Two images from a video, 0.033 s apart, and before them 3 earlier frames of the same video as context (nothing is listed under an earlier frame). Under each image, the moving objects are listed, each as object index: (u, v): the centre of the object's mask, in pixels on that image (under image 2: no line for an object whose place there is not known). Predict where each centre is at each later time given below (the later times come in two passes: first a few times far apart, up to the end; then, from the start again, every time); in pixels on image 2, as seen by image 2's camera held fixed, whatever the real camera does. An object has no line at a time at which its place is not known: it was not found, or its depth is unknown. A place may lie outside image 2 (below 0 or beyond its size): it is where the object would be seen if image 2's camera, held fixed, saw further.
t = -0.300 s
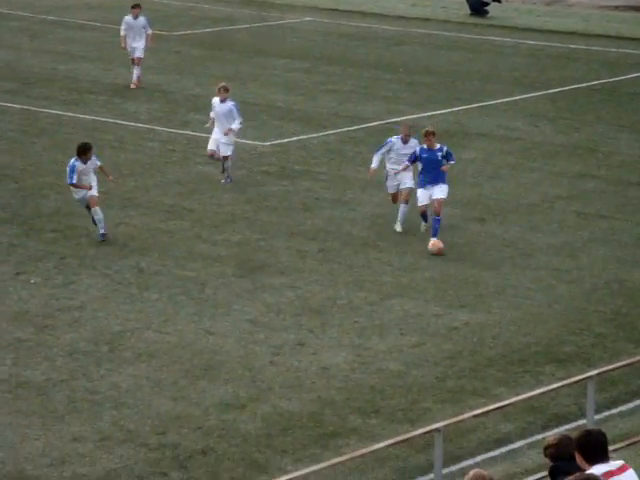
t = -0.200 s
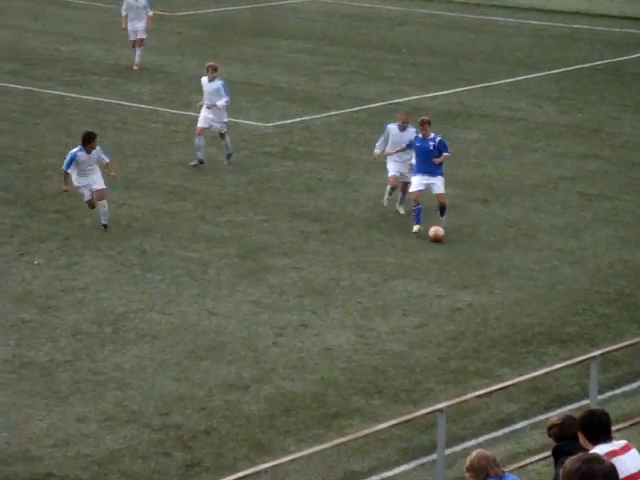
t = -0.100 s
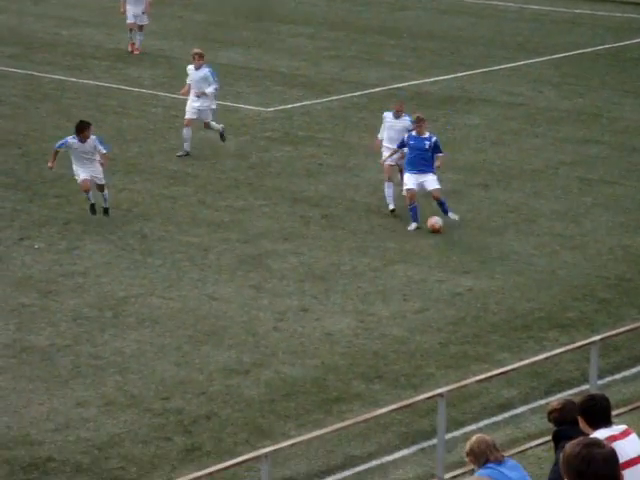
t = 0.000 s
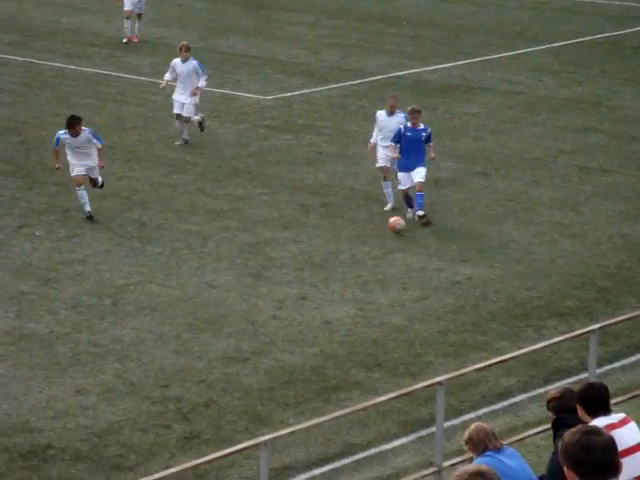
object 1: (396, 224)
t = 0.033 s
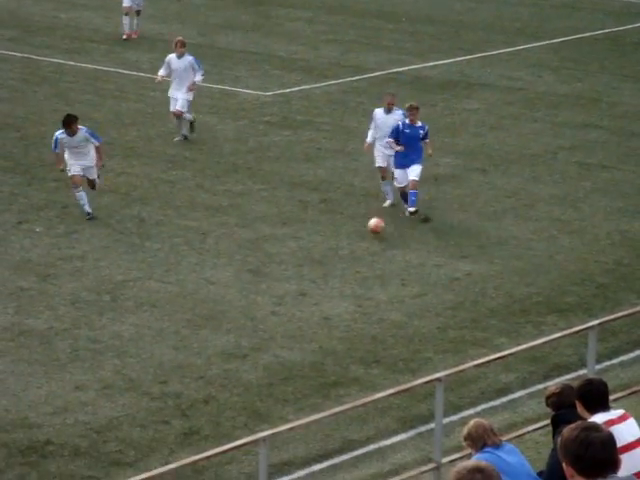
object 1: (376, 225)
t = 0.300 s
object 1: (221, 272)
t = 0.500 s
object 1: (108, 308)
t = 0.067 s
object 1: (357, 231)
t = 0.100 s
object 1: (336, 238)
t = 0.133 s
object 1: (316, 248)
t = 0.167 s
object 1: (296, 254)
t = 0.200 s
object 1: (278, 256)
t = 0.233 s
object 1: (259, 260)
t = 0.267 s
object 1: (240, 266)
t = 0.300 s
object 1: (221, 272)
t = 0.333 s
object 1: (201, 280)
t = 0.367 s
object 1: (181, 289)
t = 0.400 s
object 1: (161, 296)
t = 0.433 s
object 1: (145, 300)
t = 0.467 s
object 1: (126, 303)
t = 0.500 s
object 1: (108, 308)
